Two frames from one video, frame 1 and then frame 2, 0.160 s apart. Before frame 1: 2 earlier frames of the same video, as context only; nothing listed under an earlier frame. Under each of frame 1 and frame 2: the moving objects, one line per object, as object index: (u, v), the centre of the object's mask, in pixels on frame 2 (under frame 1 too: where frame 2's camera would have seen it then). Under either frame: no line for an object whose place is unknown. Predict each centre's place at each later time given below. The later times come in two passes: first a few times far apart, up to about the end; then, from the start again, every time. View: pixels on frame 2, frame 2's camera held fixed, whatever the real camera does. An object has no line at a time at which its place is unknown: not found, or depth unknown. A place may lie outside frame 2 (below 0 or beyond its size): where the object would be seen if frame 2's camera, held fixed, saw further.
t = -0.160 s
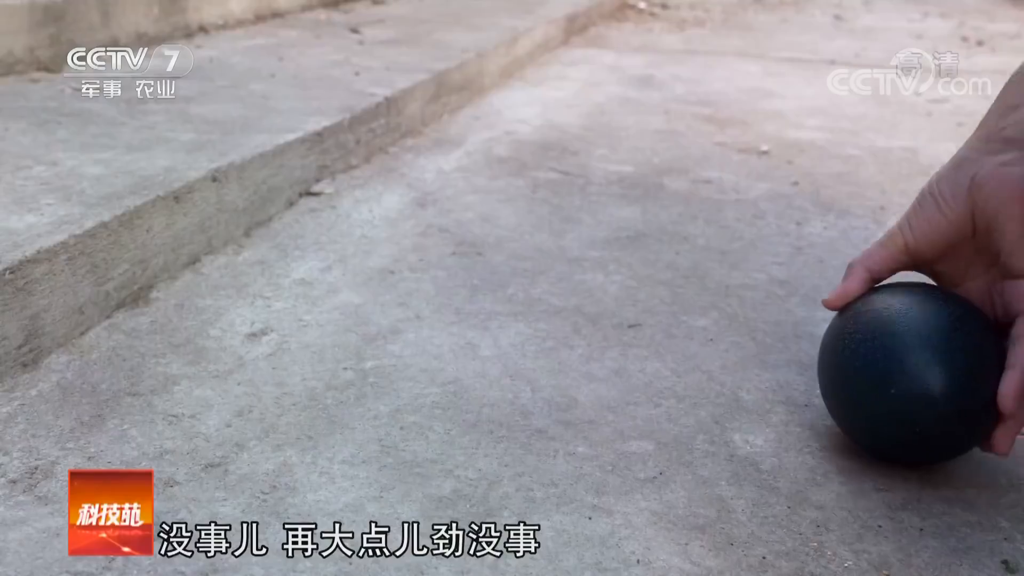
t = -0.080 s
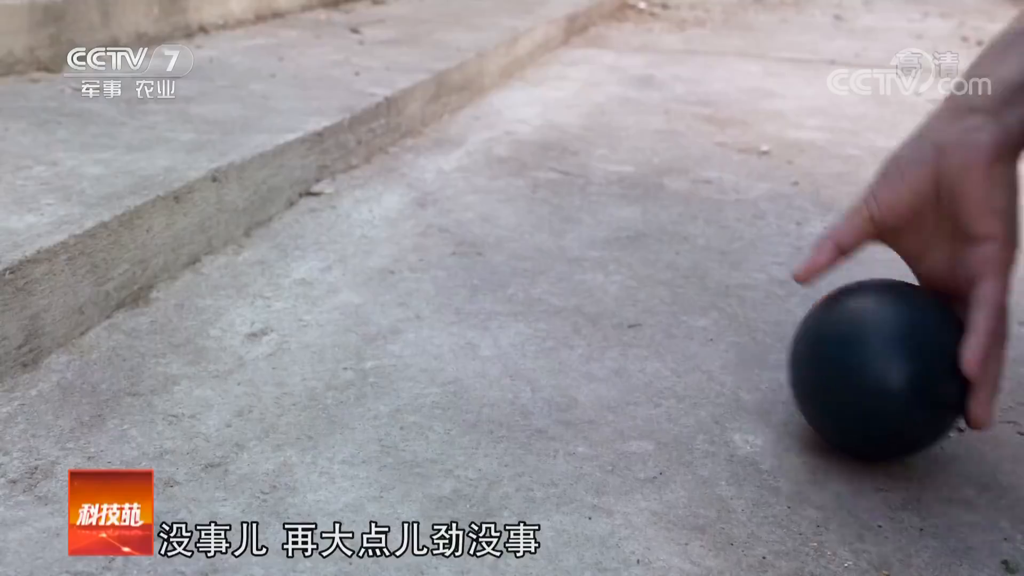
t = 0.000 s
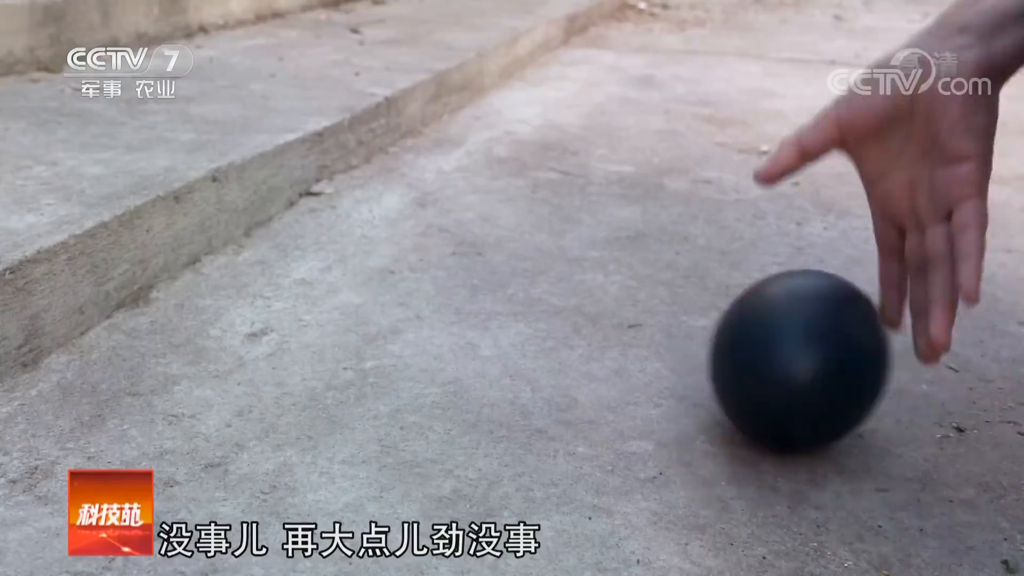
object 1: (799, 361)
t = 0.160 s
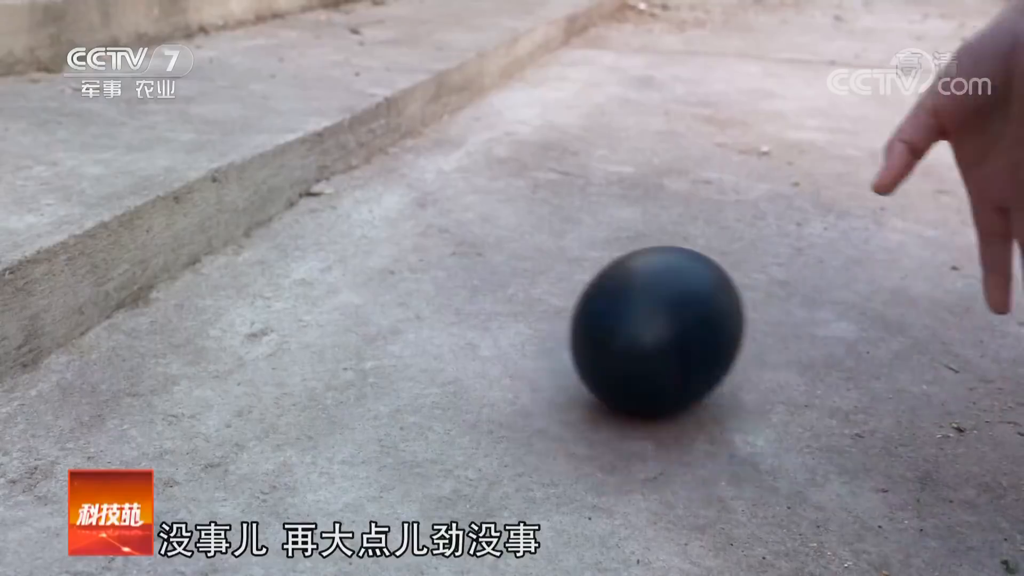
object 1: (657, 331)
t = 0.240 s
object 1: (600, 314)
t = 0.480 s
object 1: (466, 275)
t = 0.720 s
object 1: (353, 240)
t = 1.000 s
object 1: (289, 200)
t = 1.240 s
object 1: (290, 181)
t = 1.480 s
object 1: (278, 197)
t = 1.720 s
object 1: (280, 197)
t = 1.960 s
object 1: (302, 188)
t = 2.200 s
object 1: (341, 194)
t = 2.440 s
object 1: (391, 185)
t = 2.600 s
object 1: (429, 183)
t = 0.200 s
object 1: (627, 323)
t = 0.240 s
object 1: (600, 314)
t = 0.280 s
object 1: (576, 305)
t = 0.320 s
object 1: (553, 297)
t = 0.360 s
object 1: (531, 291)
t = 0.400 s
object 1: (510, 285)
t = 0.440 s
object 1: (488, 280)
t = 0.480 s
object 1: (466, 275)
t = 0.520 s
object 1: (443, 271)
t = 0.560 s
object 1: (421, 266)
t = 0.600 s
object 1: (401, 260)
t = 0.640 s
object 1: (382, 253)
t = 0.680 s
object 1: (367, 247)
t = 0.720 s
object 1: (353, 240)
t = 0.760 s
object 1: (341, 233)
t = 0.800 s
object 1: (330, 226)
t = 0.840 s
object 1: (320, 220)
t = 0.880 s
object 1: (311, 214)
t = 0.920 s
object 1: (303, 209)
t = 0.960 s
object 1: (296, 204)
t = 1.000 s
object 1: (289, 200)
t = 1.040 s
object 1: (285, 196)
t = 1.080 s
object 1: (288, 193)
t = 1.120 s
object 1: (289, 188)
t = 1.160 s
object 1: (290, 184)
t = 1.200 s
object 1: (291, 182)
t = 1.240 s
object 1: (290, 181)
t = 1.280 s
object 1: (290, 181)
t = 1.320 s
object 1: (288, 183)
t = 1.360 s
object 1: (285, 186)
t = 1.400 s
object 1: (282, 190)
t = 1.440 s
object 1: (280, 194)
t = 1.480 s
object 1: (278, 197)
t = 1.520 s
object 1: (277, 198)
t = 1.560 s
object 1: (276, 199)
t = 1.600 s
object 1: (275, 199)
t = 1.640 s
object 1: (276, 199)
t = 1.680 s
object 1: (278, 198)
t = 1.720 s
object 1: (280, 197)
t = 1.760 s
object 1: (282, 196)
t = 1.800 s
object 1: (286, 194)
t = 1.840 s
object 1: (289, 192)
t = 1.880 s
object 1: (293, 190)
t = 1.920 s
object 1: (297, 188)
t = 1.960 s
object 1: (302, 188)
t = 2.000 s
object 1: (308, 188)
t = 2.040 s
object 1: (313, 189)
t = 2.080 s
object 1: (319, 191)
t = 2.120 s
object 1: (326, 192)
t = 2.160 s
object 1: (333, 193)
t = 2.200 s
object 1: (341, 194)
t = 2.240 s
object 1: (350, 194)
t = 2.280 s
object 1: (359, 193)
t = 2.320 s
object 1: (367, 191)
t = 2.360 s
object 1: (375, 189)
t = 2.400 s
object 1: (383, 187)
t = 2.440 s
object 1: (391, 185)
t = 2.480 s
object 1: (401, 185)
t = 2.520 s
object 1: (411, 185)
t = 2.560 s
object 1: (421, 184)
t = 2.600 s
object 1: (429, 183)
